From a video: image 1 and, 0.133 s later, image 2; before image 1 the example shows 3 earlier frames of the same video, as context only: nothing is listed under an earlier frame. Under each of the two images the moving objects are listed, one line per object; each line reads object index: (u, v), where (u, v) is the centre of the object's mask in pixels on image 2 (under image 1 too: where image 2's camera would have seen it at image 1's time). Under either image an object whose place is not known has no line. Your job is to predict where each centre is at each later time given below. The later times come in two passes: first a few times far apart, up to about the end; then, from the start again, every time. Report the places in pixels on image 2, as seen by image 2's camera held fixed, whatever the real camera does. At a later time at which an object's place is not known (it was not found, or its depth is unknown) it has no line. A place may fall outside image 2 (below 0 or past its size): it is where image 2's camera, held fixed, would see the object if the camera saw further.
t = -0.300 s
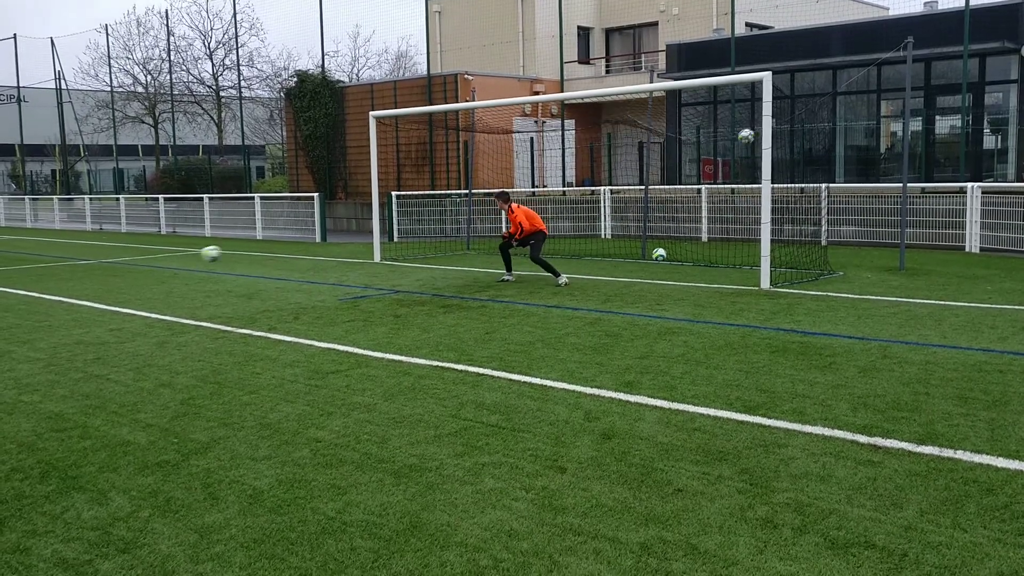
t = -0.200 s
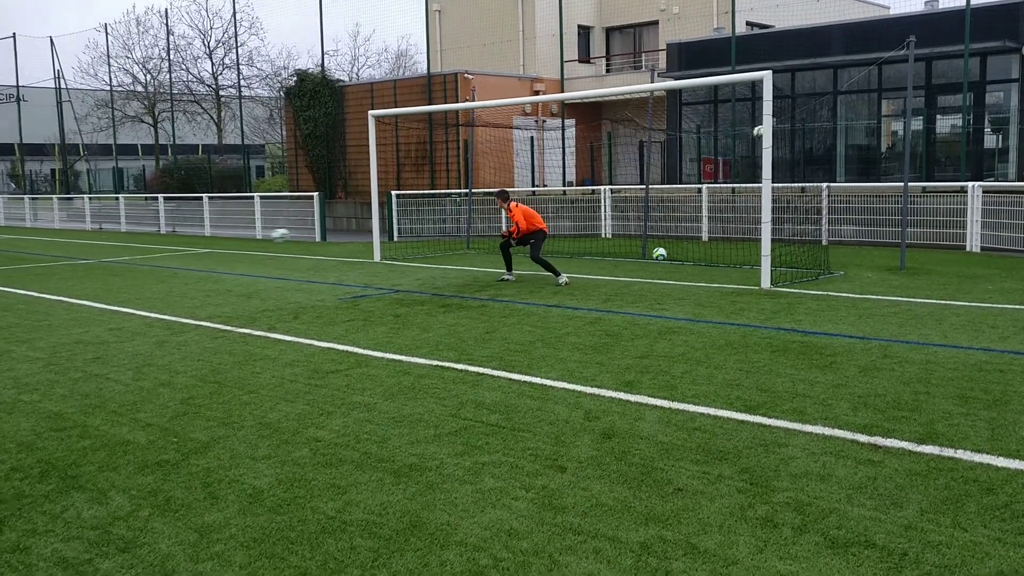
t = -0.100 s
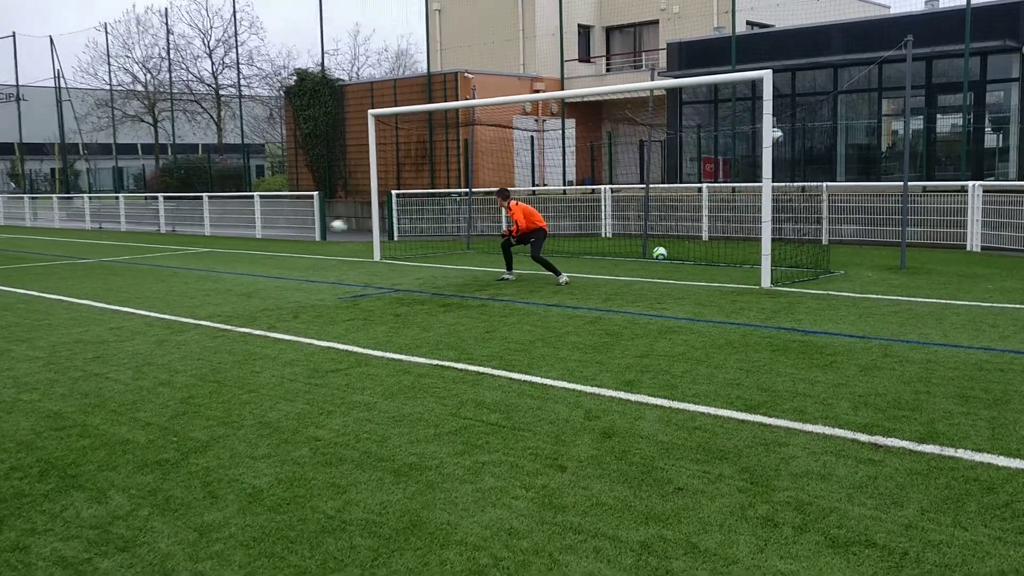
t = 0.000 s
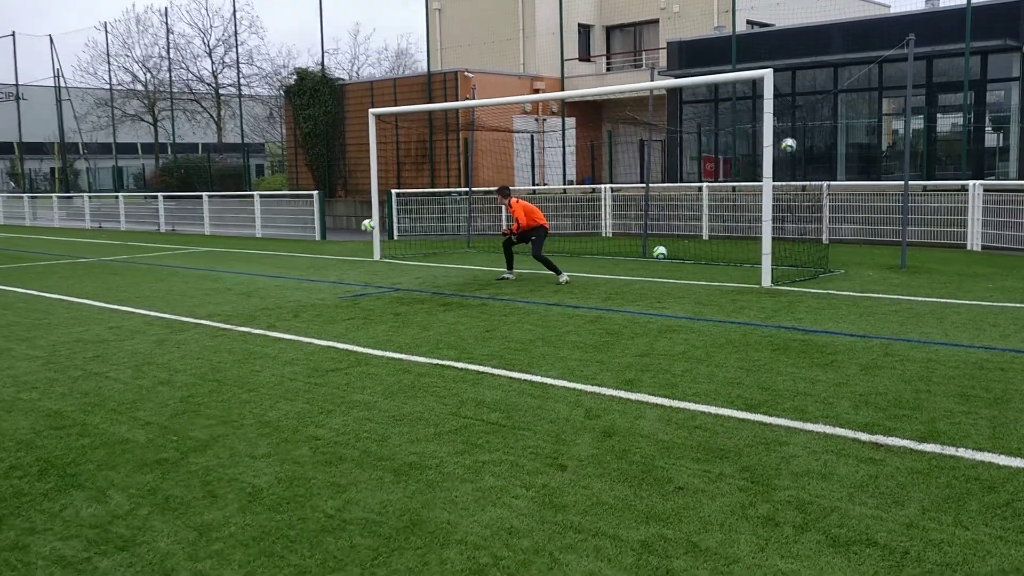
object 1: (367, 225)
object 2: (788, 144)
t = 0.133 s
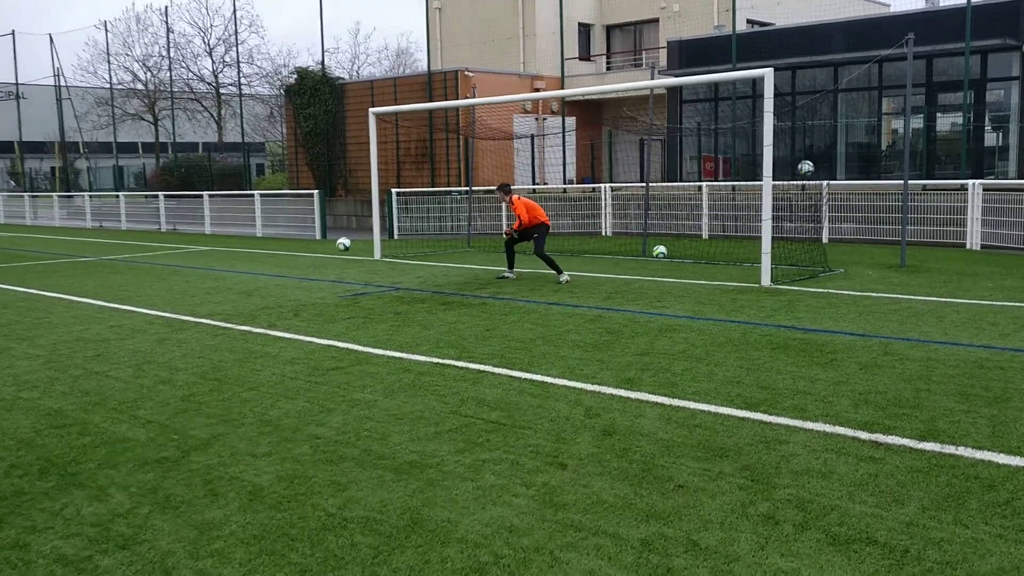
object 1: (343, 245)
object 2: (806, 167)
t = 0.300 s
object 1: (309, 270)
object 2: (827, 210)
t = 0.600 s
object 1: (234, 283)
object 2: (865, 212)
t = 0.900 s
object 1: (129, 325)
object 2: (902, 199)
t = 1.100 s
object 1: (38, 380)
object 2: (908, 205)
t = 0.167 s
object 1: (337, 251)
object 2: (809, 175)
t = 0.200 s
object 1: (330, 260)
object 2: (815, 181)
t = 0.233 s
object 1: (324, 271)
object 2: (819, 191)
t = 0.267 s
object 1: (316, 273)
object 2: (821, 200)
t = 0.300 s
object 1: (309, 270)
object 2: (827, 210)
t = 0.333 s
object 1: (302, 267)
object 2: (831, 222)
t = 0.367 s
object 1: (294, 266)
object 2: (835, 233)
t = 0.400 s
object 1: (286, 265)
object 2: (839, 244)
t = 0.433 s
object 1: (278, 266)
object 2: (842, 243)
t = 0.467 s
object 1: (270, 267)
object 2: (846, 235)
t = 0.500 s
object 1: (261, 269)
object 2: (851, 228)
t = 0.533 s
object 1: (251, 272)
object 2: (857, 221)
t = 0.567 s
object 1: (243, 277)
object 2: (860, 217)
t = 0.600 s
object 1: (234, 283)
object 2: (865, 212)
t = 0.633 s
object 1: (222, 291)
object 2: (870, 208)
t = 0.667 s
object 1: (212, 300)
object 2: (874, 205)
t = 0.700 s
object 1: (201, 311)
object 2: (878, 202)
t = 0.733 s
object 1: (188, 324)
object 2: (883, 199)
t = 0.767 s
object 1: (177, 322)
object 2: (887, 198)
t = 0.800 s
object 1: (166, 321)
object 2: (891, 198)
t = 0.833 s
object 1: (154, 321)
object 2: (895, 198)
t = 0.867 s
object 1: (142, 322)
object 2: (897, 198)
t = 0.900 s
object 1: (129, 325)
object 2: (902, 199)
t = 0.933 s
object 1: (115, 329)
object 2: (908, 201)
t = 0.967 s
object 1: (102, 335)
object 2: (911, 203)
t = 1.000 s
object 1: (87, 343)
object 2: (911, 202)
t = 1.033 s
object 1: (70, 353)
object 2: (911, 203)
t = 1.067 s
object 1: (55, 366)
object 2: (906, 204)
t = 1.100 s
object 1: (38, 380)
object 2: (908, 205)
